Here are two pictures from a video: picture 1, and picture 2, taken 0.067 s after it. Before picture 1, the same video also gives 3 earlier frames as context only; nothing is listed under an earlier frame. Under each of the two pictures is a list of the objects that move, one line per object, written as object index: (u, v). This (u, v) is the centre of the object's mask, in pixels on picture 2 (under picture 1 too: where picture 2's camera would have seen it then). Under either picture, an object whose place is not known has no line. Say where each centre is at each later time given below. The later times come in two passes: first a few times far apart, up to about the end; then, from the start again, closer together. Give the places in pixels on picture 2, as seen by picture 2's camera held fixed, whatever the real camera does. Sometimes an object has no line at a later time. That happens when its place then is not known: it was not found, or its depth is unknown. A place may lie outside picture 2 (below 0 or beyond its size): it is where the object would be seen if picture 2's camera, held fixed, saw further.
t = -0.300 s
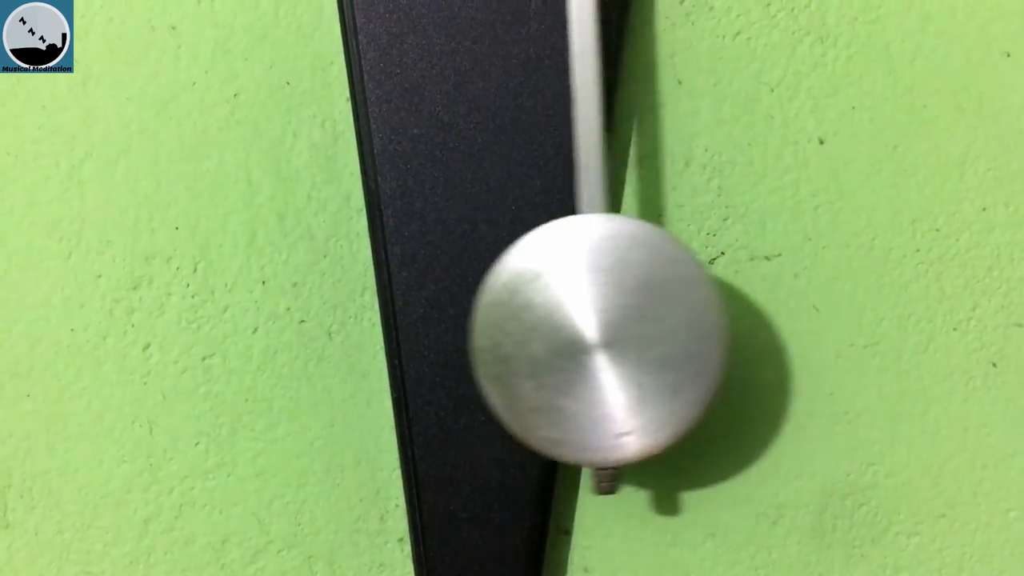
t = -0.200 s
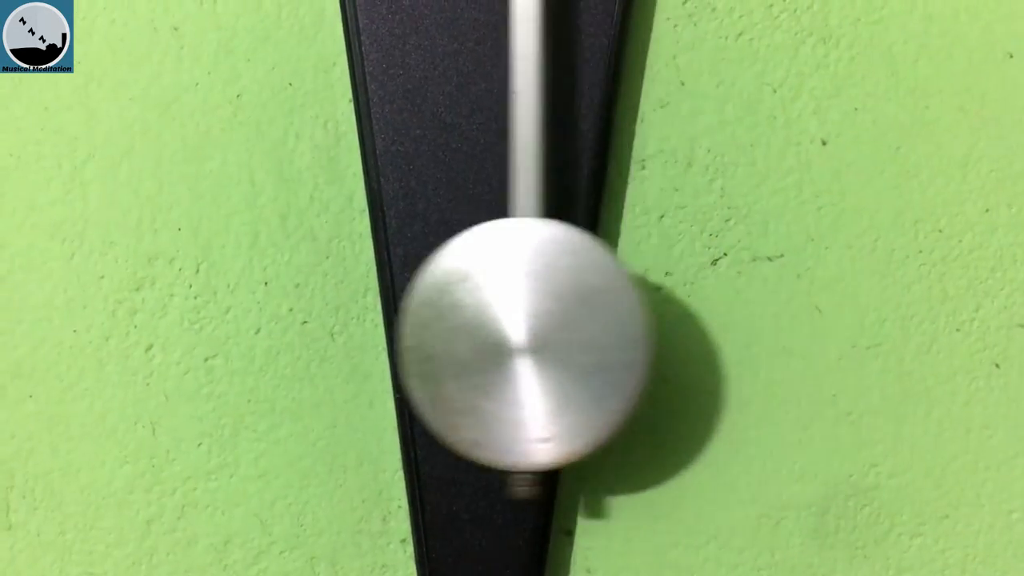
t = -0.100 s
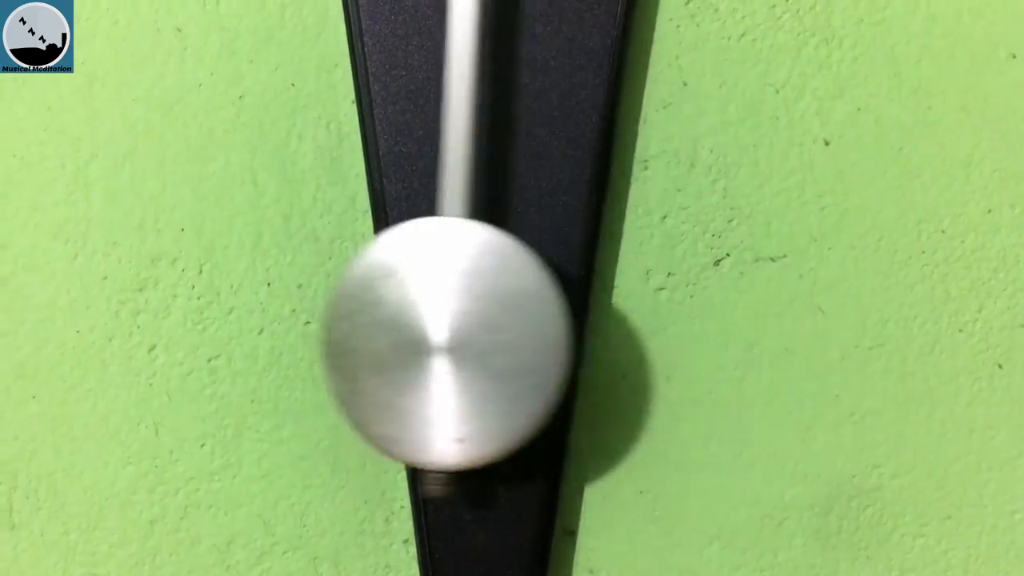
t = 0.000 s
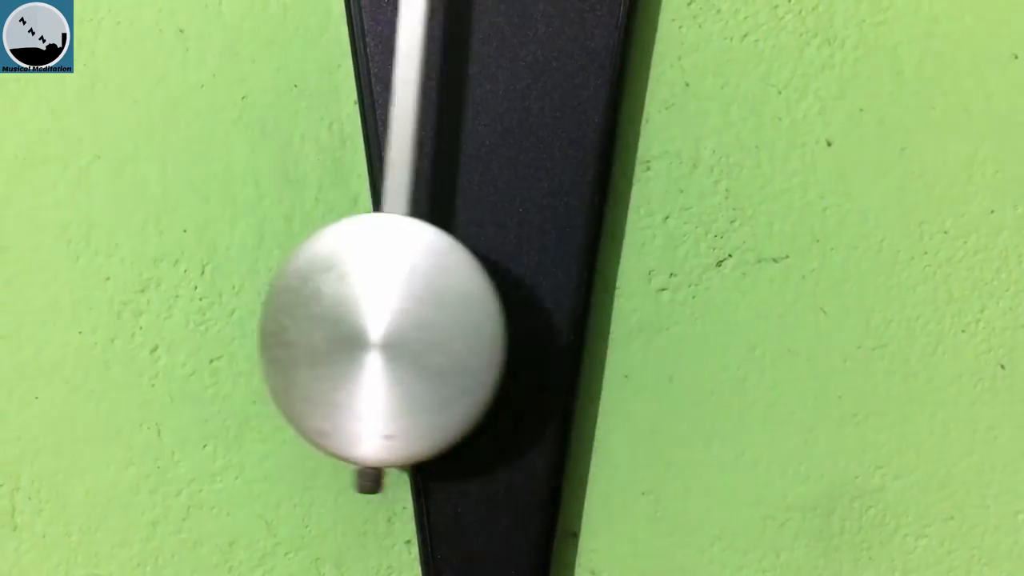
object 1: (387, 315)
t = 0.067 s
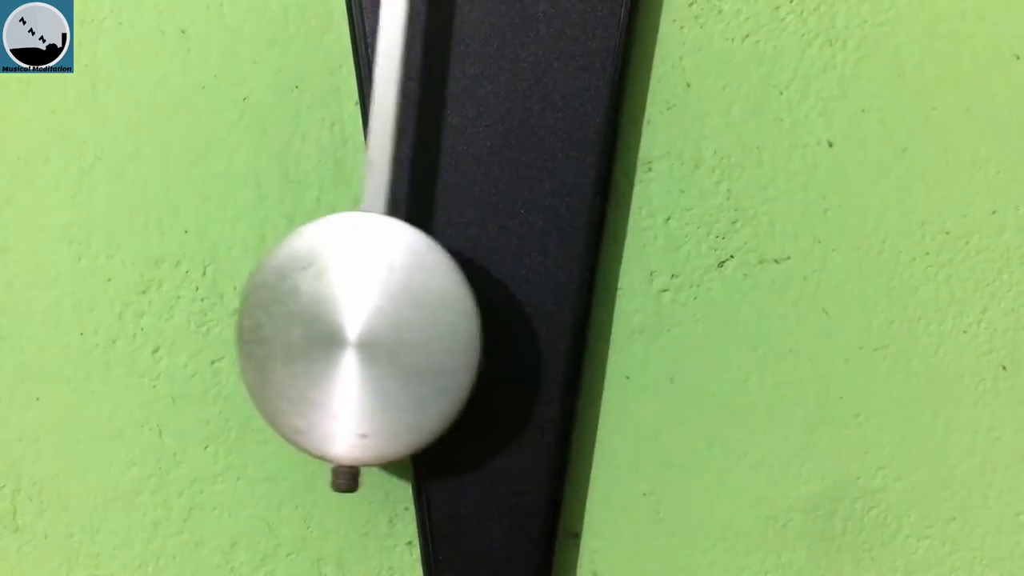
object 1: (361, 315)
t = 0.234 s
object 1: (384, 315)
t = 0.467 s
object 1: (553, 317)
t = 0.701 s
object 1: (664, 316)
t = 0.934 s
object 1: (561, 316)
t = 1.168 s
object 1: (394, 312)
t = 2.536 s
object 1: (366, 315)
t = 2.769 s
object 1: (513, 314)
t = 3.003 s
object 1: (653, 316)
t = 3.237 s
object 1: (595, 318)
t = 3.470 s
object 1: (424, 316)
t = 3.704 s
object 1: (375, 317)
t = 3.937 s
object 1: (514, 318)
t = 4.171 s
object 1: (652, 320)
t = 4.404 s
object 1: (593, 320)
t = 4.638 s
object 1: (426, 316)
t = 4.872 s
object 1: (370, 319)
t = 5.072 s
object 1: (483, 322)
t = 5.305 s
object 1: (638, 319)
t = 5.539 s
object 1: (616, 319)
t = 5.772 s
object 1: (452, 318)
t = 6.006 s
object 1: (369, 321)
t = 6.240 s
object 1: (482, 323)
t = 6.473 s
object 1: (634, 322)
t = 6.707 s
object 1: (615, 323)
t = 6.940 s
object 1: (456, 322)
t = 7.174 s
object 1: (369, 323)
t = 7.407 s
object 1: (476, 325)
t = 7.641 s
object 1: (629, 321)
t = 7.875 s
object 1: (620, 319)
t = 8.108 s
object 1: (469, 319)
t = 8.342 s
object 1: (374, 321)
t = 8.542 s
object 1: (446, 322)
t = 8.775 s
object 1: (600, 320)
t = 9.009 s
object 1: (629, 318)
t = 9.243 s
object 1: (497, 319)
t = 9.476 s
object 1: (383, 320)
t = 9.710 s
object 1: (450, 320)
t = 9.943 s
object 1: (597, 319)
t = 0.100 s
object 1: (356, 315)
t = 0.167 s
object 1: (360, 315)
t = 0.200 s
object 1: (370, 315)
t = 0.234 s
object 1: (384, 315)
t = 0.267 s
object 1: (402, 316)
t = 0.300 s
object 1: (424, 315)
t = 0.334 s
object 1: (449, 314)
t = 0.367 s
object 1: (474, 315)
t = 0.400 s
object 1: (501, 314)
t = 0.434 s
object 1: (526, 317)
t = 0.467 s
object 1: (553, 317)
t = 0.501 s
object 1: (579, 317)
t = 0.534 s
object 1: (602, 317)
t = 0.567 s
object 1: (623, 316)
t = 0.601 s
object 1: (640, 316)
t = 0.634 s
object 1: (653, 316)
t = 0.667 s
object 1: (662, 316)
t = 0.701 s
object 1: (664, 316)
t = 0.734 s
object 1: (663, 316)
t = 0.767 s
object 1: (656, 316)
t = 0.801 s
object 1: (644, 316)
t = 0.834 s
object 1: (627, 316)
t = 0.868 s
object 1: (608, 315)
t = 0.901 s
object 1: (585, 315)
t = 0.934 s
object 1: (561, 316)
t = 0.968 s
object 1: (535, 315)
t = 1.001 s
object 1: (510, 314)
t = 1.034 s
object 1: (485, 314)
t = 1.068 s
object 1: (460, 313)
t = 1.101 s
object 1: (436, 312)
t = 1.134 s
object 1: (415, 310)
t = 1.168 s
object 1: (394, 312)
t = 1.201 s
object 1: (379, 312)
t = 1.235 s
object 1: (368, 313)
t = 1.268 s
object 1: (362, 313)
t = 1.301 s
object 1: (360, 314)
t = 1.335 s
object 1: (362, 314)
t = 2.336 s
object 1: (397, 313)
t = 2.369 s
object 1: (379, 314)
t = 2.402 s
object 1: (367, 314)
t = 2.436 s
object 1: (359, 315)
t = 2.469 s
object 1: (356, 315)
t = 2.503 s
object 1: (358, 315)
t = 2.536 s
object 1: (366, 315)
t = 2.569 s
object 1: (377, 315)
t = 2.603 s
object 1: (393, 315)
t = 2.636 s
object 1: (414, 316)
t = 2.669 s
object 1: (436, 315)
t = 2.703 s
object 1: (461, 315)
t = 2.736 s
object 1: (487, 315)
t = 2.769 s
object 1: (513, 314)
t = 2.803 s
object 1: (539, 315)
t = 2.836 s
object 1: (564, 314)
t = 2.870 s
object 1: (588, 314)
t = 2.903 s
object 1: (609, 315)
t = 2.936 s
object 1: (627, 315)
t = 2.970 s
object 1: (642, 315)
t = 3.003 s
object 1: (653, 316)
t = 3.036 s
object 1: (658, 316)
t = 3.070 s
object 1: (659, 316)
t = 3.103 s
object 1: (655, 316)
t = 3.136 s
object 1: (646, 316)
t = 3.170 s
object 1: (633, 317)
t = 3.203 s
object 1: (616, 317)
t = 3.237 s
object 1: (595, 318)
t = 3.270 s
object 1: (572, 317)
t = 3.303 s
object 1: (547, 317)
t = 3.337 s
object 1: (521, 318)
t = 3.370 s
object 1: (497, 317)
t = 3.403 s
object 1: (471, 317)
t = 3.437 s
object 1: (448, 316)
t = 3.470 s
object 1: (424, 316)
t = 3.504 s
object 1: (404, 317)
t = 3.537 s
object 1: (388, 317)
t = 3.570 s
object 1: (376, 317)
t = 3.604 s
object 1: (369, 317)
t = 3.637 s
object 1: (366, 317)
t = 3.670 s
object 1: (368, 317)
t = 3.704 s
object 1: (375, 317)
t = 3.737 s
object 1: (387, 316)
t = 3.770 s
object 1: (402, 316)
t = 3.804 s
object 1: (420, 315)
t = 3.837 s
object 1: (442, 316)
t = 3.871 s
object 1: (465, 317)
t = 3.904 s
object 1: (490, 317)
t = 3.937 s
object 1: (514, 318)
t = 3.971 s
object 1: (539, 319)
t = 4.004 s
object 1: (564, 319)
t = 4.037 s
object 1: (588, 319)
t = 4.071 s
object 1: (609, 320)
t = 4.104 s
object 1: (627, 320)
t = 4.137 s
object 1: (641, 320)
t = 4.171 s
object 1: (652, 320)
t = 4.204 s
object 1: (657, 320)
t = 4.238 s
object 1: (658, 320)
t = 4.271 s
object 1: (654, 321)
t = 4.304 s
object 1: (645, 321)
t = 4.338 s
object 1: (631, 321)
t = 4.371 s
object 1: (614, 320)
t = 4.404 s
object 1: (593, 320)
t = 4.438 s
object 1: (571, 320)
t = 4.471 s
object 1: (546, 319)
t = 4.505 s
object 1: (521, 319)
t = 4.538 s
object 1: (497, 318)
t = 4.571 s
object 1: (472, 318)
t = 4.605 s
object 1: (448, 317)
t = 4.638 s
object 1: (426, 316)
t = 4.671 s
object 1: (406, 316)
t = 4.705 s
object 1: (389, 319)
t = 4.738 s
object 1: (376, 319)
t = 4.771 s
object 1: (368, 319)
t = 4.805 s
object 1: (363, 319)
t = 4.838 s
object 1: (364, 319)
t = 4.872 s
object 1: (370, 319)
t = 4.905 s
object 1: (380, 319)
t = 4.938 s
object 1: (394, 320)
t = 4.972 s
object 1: (413, 321)
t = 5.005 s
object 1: (434, 321)
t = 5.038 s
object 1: (458, 321)
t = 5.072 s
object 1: (483, 322)
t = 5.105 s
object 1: (508, 320)
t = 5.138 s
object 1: (533, 322)
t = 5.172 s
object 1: (559, 320)
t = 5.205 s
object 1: (582, 320)
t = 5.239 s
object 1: (604, 319)
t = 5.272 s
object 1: (622, 319)
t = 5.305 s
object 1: (638, 319)
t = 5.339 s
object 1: (648, 319)
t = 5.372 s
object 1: (654, 318)
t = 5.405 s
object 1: (655, 318)
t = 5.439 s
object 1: (652, 318)
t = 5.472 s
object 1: (644, 319)
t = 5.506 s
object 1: (632, 319)
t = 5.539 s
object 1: (616, 319)
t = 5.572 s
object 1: (596, 319)
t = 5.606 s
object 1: (574, 319)
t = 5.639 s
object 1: (550, 320)
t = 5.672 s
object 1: (525, 320)
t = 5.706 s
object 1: (501, 320)
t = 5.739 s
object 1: (475, 319)
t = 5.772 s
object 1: (452, 318)
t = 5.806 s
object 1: (430, 317)
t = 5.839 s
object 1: (410, 319)
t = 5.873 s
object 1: (394, 319)
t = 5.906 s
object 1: (380, 320)
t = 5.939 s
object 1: (372, 321)
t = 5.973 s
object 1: (368, 321)
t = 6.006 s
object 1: (369, 321)
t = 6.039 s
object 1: (374, 321)
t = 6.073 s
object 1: (384, 321)
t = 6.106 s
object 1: (398, 321)
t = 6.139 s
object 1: (415, 321)
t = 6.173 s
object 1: (436, 322)
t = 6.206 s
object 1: (458, 322)
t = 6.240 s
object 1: (482, 323)
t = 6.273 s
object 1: (508, 322)
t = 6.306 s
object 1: (532, 323)
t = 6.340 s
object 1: (556, 322)
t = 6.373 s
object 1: (579, 323)
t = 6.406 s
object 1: (601, 322)
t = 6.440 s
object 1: (619, 322)
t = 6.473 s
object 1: (634, 322)
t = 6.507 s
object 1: (645, 322)
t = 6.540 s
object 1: (651, 322)
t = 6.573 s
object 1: (653, 322)
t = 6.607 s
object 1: (650, 322)
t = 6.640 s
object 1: (643, 323)
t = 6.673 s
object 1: (631, 323)
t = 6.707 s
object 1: (615, 323)
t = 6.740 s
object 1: (596, 323)
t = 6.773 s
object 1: (575, 323)
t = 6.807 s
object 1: (551, 323)
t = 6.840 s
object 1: (528, 323)
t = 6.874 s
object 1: (504, 322)
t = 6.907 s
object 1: (479, 322)
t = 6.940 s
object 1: (456, 322)
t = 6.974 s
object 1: (434, 320)
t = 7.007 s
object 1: (414, 321)
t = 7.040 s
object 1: (397, 321)
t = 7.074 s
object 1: (384, 322)
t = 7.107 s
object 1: (375, 322)
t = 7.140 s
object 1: (369, 322)
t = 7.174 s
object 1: (369, 323)
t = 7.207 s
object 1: (373, 323)
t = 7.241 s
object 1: (382, 322)
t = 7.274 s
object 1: (394, 323)
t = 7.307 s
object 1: (411, 323)
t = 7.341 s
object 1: (431, 323)
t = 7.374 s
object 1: (453, 324)
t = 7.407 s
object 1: (476, 325)
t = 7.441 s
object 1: (501, 323)
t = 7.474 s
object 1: (524, 324)
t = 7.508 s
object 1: (549, 321)
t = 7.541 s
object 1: (572, 322)
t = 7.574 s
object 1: (594, 322)
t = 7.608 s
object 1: (613, 321)
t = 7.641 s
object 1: (629, 321)
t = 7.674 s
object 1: (640, 320)
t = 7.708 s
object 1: (648, 320)
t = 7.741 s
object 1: (651, 320)
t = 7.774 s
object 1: (650, 320)
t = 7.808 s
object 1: (644, 319)
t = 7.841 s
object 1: (634, 320)
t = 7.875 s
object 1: (620, 319)
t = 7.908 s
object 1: (603, 320)
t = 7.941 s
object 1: (583, 319)
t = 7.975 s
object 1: (562, 319)
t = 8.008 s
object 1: (539, 320)
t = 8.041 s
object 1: (515, 320)
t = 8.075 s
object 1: (492, 320)
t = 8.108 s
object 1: (469, 319)
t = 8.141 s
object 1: (448, 319)
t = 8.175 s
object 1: (427, 317)
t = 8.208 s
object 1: (410, 318)
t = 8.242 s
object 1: (395, 318)
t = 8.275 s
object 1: (384, 320)
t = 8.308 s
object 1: (377, 320)
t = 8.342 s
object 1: (374, 321)
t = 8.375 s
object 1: (376, 321)
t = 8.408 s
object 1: (383, 321)
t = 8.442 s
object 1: (395, 321)
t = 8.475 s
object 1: (408, 321)
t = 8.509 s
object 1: (426, 321)
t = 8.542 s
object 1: (446, 322)
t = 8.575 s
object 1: (468, 321)
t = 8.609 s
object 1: (492, 321)
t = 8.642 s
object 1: (515, 320)
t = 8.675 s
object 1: (538, 321)
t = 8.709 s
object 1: (561, 320)
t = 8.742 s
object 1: (582, 319)
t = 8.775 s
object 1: (600, 320)
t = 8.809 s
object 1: (616, 319)
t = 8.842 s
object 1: (629, 319)
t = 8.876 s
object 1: (637, 318)
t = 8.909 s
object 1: (642, 319)
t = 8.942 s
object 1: (642, 319)
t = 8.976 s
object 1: (638, 318)
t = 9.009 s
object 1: (629, 318)
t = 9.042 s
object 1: (617, 318)
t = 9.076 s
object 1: (602, 318)
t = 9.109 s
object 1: (584, 318)
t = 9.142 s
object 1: (563, 317)
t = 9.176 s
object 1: (542, 319)
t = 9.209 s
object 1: (519, 318)
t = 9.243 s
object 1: (497, 319)
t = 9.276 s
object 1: (474, 318)
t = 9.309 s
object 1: (453, 318)
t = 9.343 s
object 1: (433, 318)
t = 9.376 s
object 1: (415, 319)
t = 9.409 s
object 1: (401, 319)
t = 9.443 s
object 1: (390, 320)
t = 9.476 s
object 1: (383, 320)
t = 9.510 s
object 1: (381, 321)
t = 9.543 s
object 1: (382, 321)
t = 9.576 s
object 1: (389, 321)
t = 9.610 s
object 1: (399, 321)
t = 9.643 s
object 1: (413, 321)
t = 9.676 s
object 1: (430, 320)
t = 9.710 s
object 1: (450, 320)
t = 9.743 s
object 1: (471, 319)
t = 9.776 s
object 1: (493, 318)
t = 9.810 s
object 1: (515, 318)
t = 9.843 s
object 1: (537, 319)
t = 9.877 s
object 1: (558, 318)
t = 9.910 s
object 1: (579, 318)
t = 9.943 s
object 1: (597, 319)
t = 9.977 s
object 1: (612, 319)
